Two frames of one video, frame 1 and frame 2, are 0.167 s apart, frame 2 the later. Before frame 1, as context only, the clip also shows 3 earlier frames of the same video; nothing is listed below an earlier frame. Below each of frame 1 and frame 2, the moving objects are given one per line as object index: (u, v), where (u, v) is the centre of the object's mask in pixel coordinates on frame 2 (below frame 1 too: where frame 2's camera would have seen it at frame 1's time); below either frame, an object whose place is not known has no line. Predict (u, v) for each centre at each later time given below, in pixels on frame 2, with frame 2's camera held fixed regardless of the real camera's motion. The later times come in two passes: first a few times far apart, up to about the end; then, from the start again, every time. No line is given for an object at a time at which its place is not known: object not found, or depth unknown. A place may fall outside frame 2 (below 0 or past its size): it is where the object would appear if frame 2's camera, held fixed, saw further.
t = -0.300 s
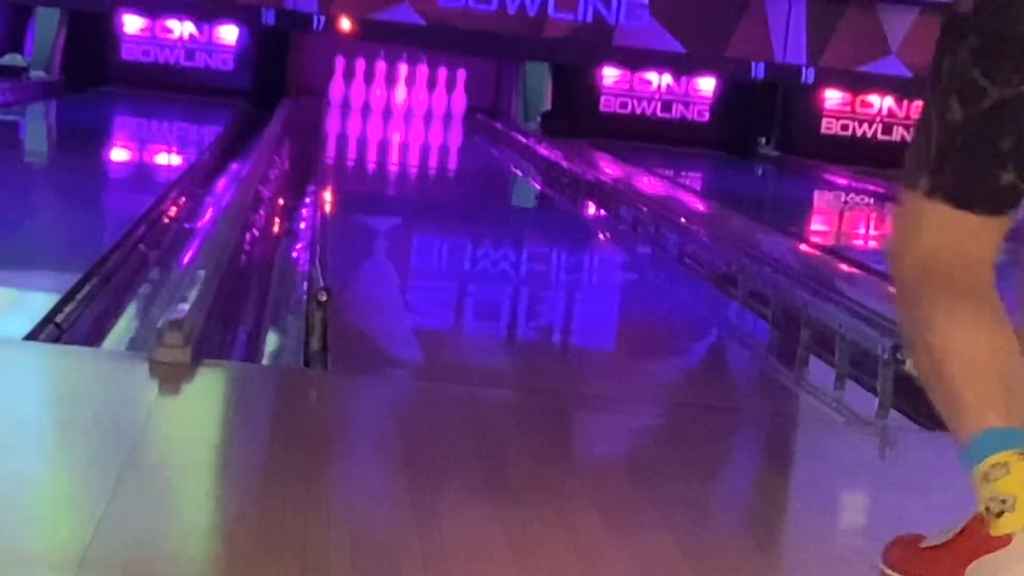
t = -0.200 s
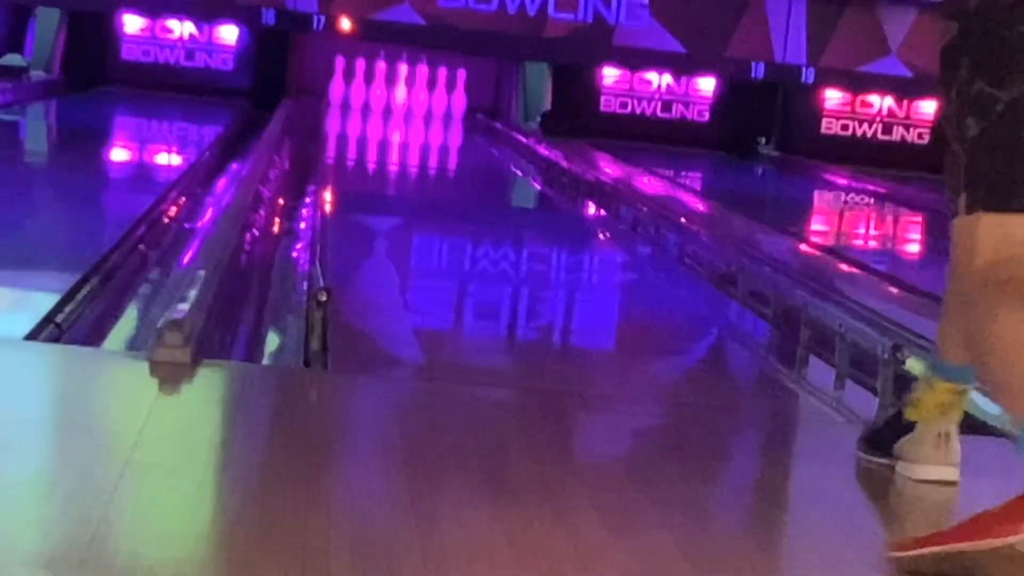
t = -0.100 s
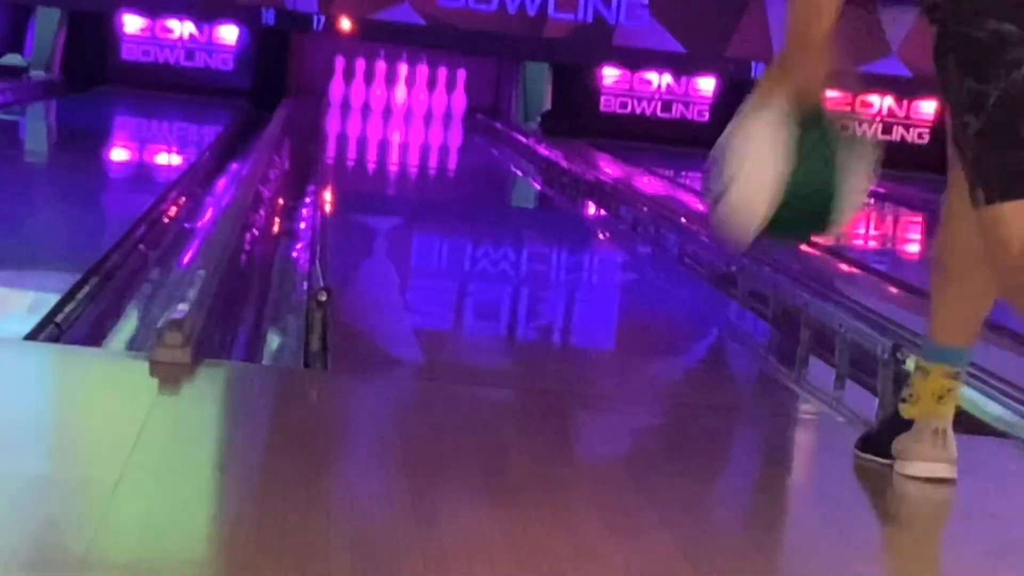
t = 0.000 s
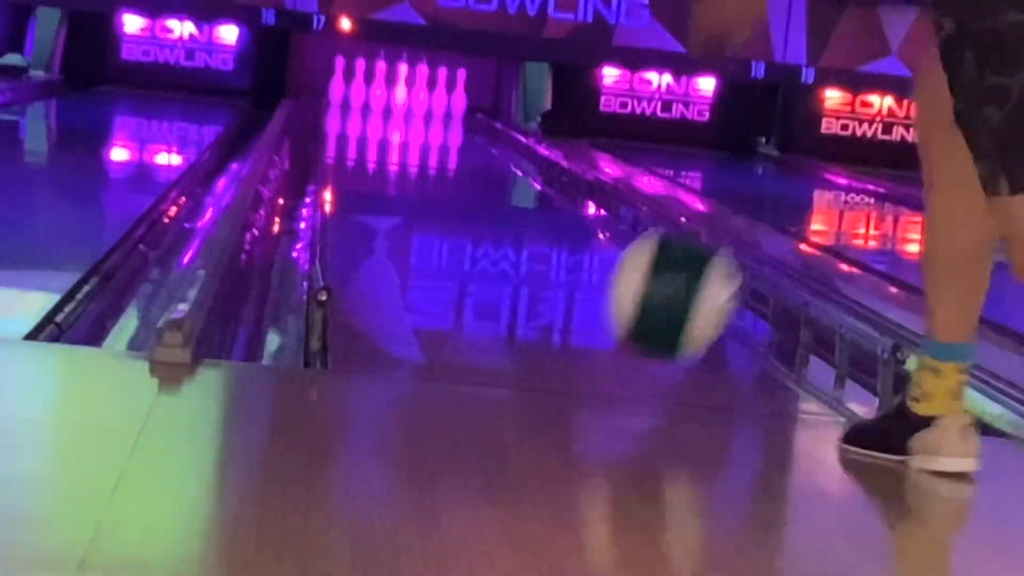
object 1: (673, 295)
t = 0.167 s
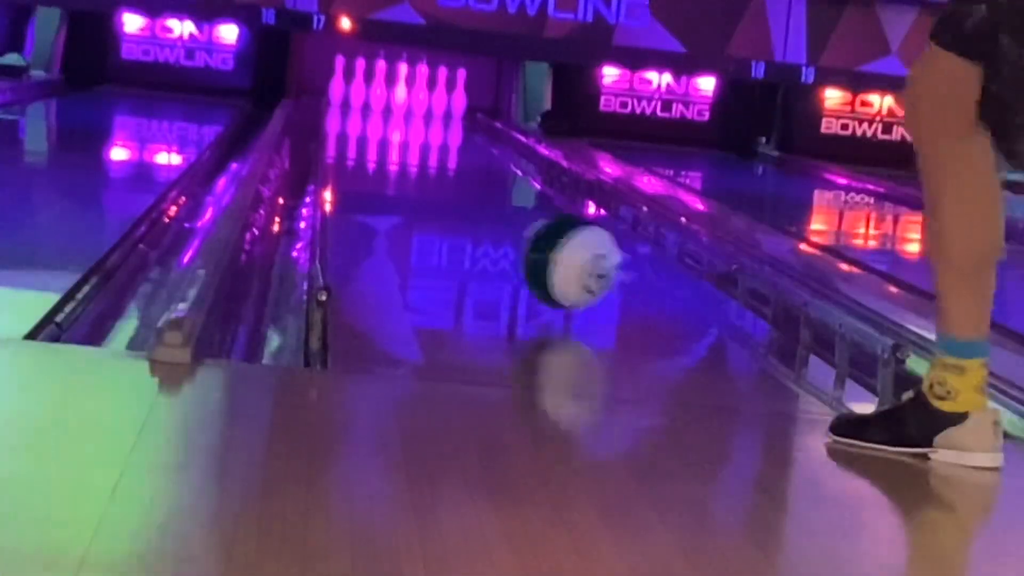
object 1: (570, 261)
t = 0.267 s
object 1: (530, 243)
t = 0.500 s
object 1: (465, 189)
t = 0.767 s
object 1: (423, 158)
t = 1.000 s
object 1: (396, 136)
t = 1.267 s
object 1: (376, 119)
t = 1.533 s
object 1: (359, 108)
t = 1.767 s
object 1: (351, 99)
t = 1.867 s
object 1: (350, 95)
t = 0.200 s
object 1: (555, 258)
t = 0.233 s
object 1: (541, 252)
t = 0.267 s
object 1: (530, 243)
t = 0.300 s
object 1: (520, 233)
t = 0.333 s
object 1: (508, 224)
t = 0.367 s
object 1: (498, 216)
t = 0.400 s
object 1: (489, 208)
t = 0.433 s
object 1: (480, 201)
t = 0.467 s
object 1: (472, 195)
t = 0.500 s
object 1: (465, 189)
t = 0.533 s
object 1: (459, 186)
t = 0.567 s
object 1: (453, 182)
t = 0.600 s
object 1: (448, 177)
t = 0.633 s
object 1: (442, 172)
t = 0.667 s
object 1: (436, 169)
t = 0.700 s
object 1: (431, 165)
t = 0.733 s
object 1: (427, 161)
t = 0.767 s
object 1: (423, 158)
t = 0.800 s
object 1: (419, 155)
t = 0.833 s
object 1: (414, 151)
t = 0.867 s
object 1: (409, 149)
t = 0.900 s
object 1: (405, 145)
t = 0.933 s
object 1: (402, 142)
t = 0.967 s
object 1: (400, 140)
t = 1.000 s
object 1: (396, 136)
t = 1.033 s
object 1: (393, 133)
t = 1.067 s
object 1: (388, 131)
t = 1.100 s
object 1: (387, 129)
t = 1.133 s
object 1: (385, 127)
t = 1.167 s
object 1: (383, 126)
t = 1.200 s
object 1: (381, 124)
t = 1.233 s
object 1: (378, 120)
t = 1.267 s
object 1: (376, 119)
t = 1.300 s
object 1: (375, 117)
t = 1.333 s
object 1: (373, 116)
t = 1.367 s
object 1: (370, 113)
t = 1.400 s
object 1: (369, 112)
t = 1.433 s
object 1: (365, 109)
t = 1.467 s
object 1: (363, 107)
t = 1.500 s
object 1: (361, 106)
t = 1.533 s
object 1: (359, 108)
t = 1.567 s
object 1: (357, 107)
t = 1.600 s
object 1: (356, 105)
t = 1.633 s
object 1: (355, 104)
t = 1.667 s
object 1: (354, 102)
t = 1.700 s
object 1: (353, 103)
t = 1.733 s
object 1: (352, 101)
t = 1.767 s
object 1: (351, 99)
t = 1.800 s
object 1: (351, 99)
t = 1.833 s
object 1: (350, 98)
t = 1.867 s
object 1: (350, 95)
